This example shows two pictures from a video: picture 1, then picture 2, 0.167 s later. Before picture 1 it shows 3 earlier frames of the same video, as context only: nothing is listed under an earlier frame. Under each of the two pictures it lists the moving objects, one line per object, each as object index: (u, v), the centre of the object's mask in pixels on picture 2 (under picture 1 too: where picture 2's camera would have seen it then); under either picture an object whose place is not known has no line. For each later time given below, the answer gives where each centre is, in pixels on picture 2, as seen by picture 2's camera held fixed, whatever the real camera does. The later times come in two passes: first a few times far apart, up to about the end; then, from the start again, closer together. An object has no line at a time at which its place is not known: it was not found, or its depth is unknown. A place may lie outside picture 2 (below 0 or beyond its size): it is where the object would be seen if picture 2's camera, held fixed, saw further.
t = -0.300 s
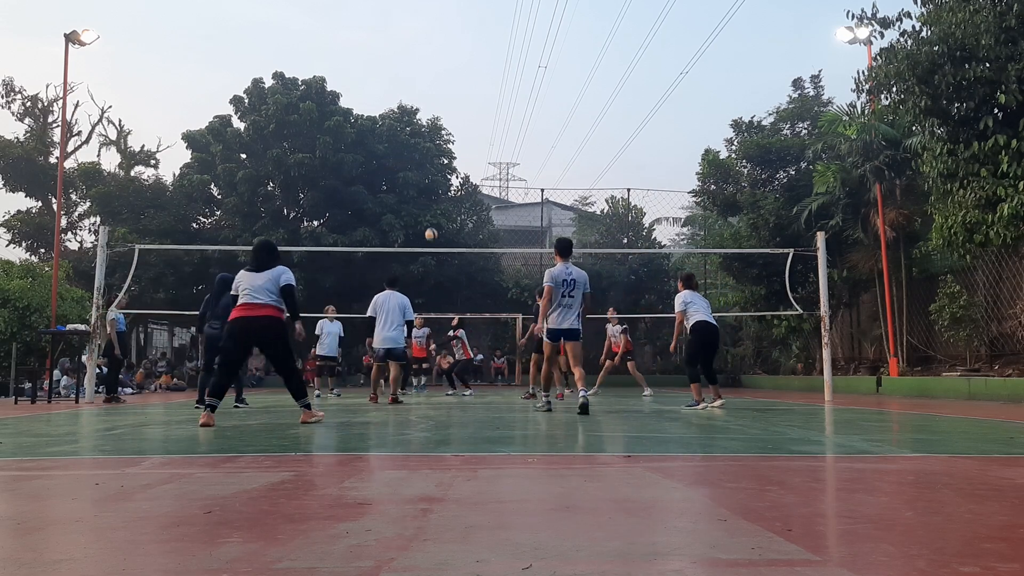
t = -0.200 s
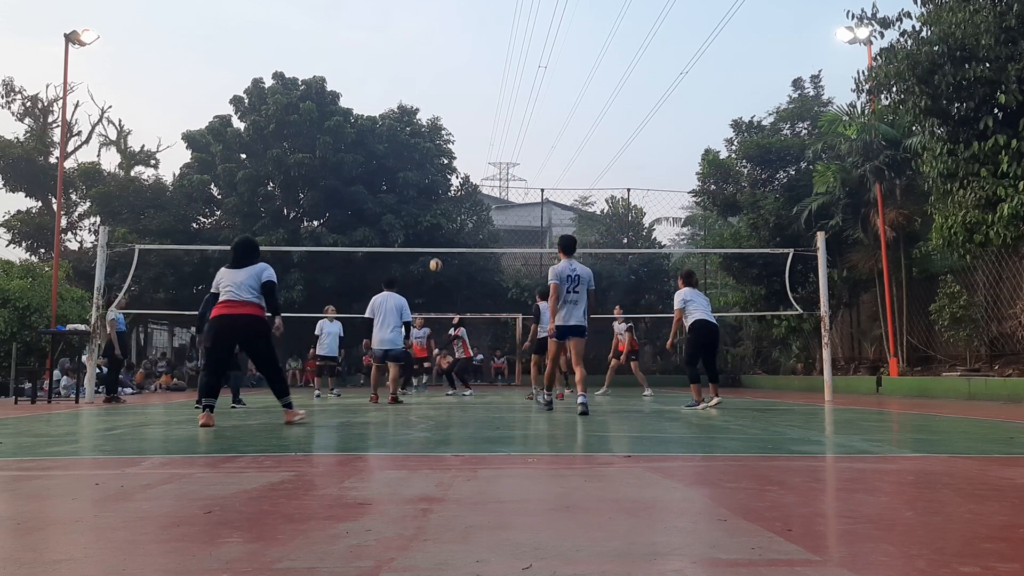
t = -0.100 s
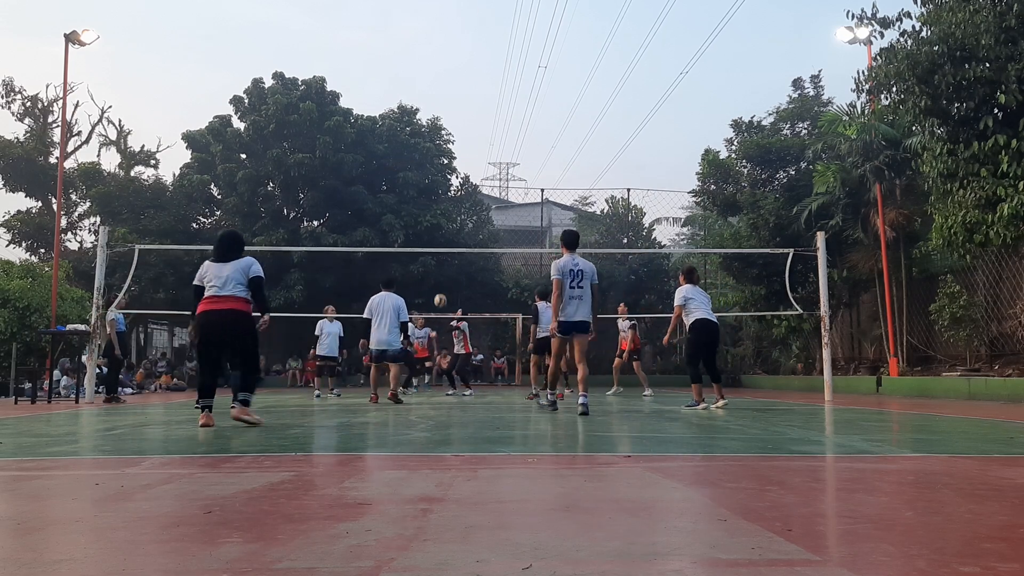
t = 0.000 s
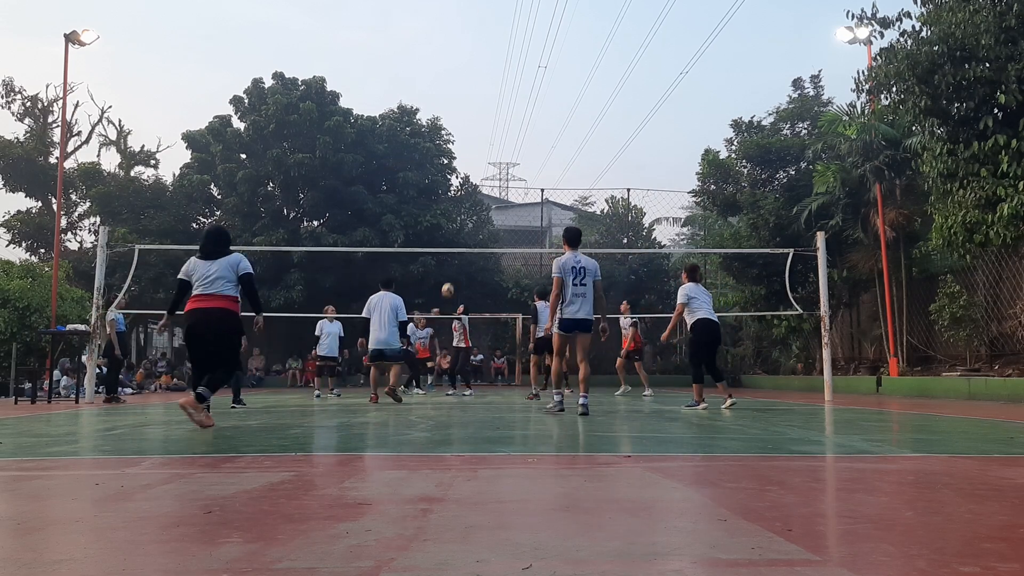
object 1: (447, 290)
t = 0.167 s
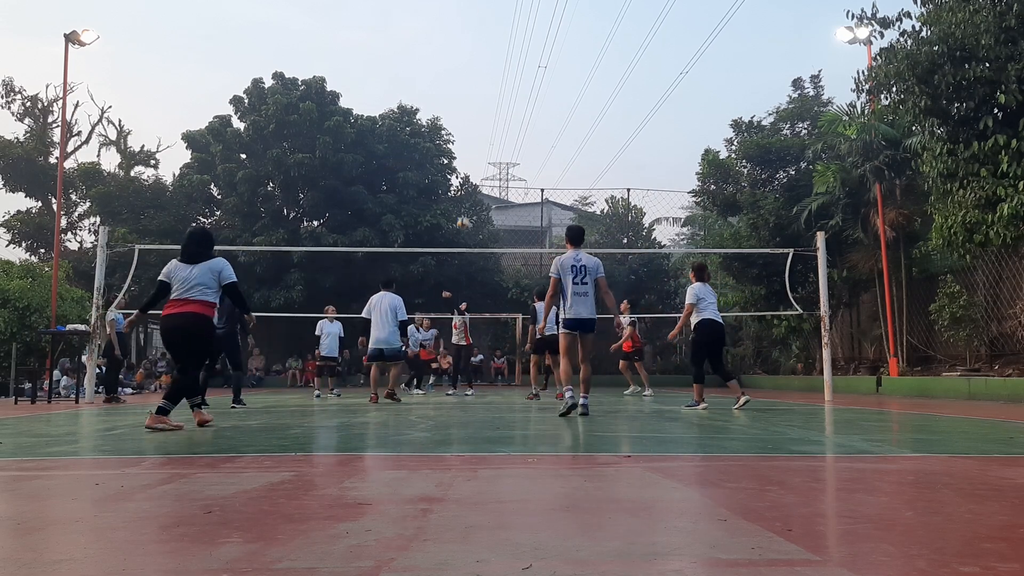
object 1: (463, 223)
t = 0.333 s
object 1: (477, 173)
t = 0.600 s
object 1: (500, 125)
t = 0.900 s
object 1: (527, 120)
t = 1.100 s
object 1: (545, 146)
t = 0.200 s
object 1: (466, 212)
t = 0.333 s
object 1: (477, 173)
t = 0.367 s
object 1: (480, 165)
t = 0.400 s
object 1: (483, 157)
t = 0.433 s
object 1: (486, 150)
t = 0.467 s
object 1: (489, 144)
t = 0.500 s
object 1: (491, 138)
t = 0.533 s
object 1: (494, 133)
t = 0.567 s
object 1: (497, 129)
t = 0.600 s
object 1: (500, 125)
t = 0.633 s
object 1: (503, 122)
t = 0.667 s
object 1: (506, 119)
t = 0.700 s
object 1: (509, 117)
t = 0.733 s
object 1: (512, 116)
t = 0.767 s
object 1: (515, 116)
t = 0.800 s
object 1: (518, 115)
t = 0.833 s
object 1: (521, 116)
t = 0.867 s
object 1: (524, 118)
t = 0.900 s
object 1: (527, 120)
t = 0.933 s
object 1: (530, 122)
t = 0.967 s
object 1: (533, 126)
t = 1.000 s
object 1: (536, 130)
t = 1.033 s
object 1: (539, 135)
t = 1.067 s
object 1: (542, 140)
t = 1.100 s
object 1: (545, 146)
